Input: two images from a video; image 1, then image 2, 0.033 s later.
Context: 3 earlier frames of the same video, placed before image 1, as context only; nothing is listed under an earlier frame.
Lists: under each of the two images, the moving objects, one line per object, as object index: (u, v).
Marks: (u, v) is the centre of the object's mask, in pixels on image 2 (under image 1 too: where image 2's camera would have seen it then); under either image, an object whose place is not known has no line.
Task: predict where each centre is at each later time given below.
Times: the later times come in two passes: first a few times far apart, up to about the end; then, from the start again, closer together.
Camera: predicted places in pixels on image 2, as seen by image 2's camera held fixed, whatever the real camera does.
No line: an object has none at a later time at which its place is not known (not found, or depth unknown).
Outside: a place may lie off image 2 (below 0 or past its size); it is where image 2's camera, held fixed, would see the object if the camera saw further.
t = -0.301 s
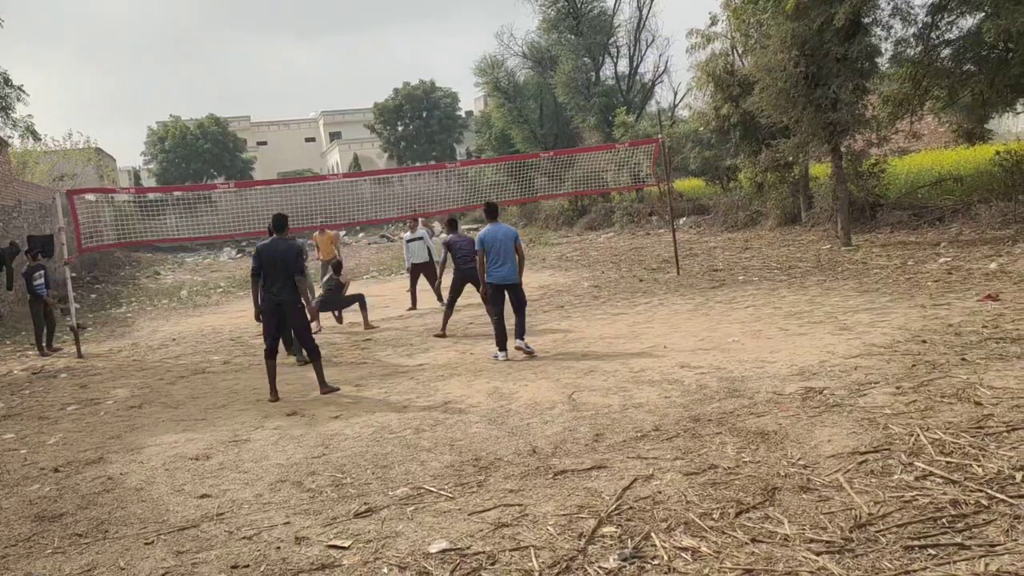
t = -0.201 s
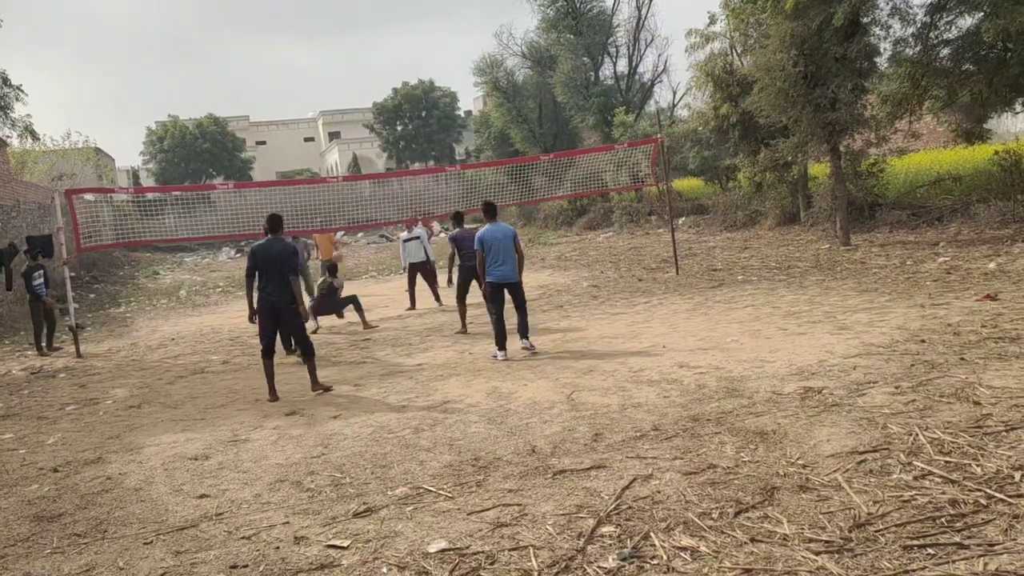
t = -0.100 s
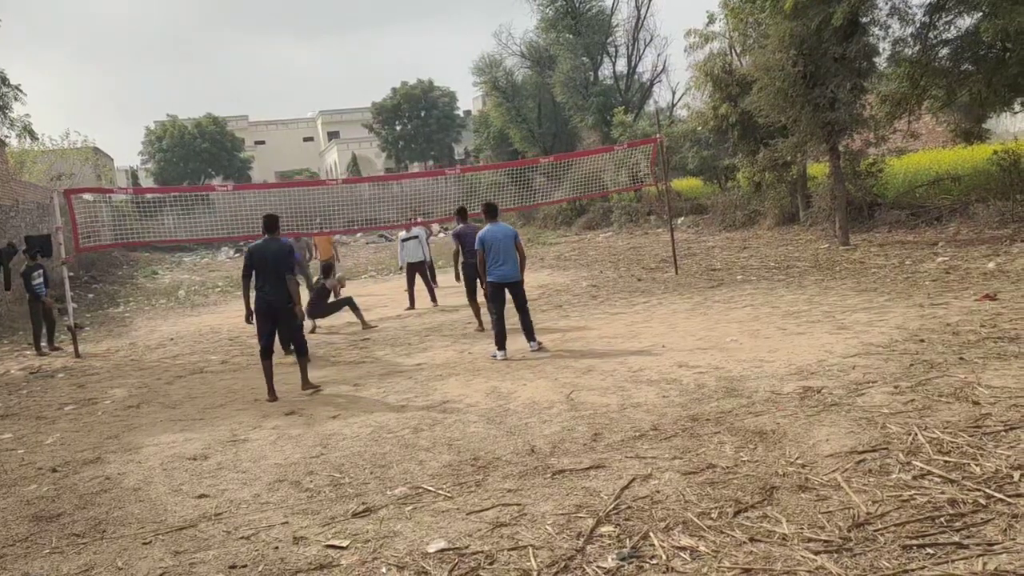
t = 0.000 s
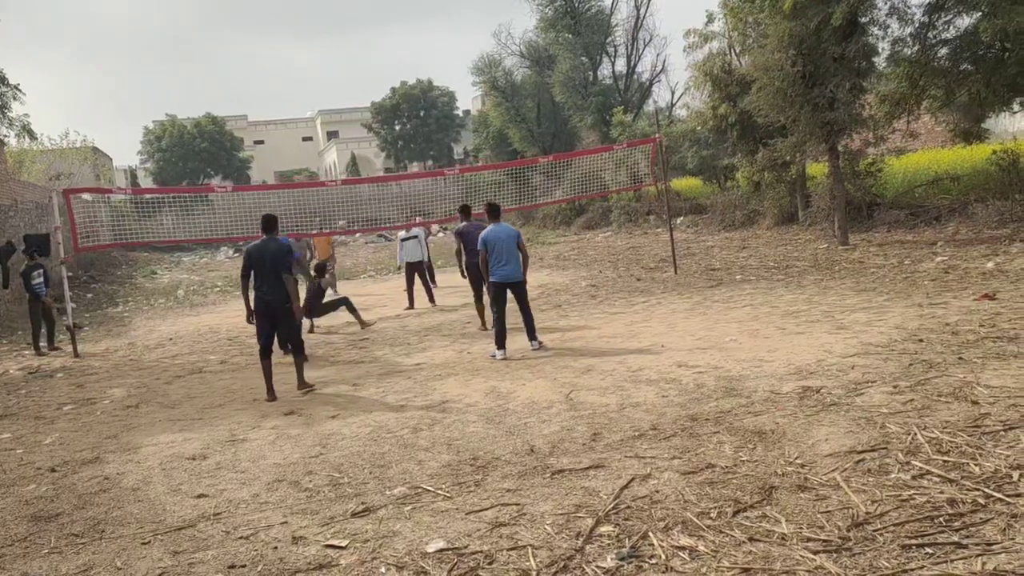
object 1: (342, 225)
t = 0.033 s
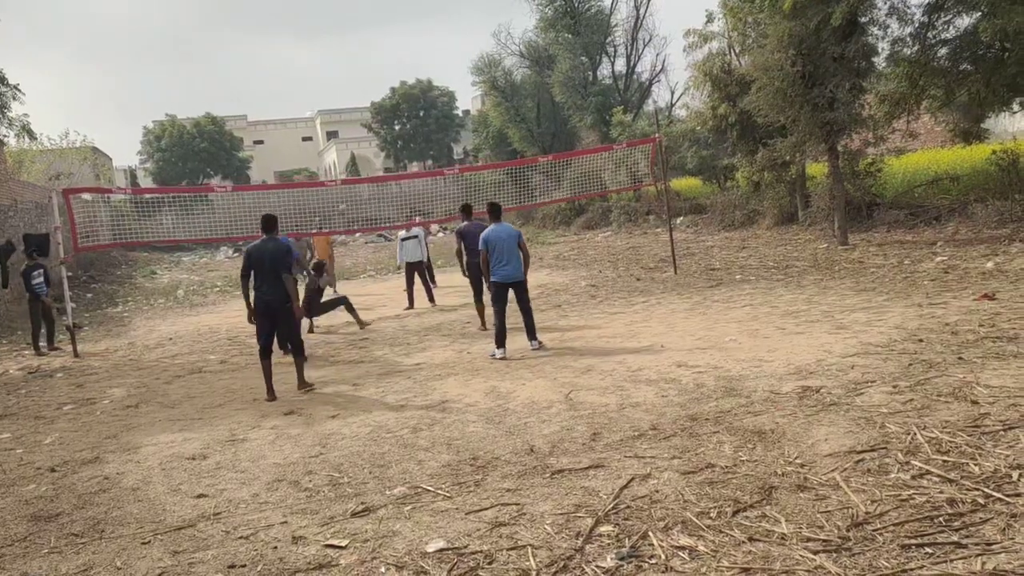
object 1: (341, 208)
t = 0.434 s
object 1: (366, 67)
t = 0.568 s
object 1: (377, 40)
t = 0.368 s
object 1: (362, 85)
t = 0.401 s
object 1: (364, 76)
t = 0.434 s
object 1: (366, 67)
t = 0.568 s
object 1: (377, 40)
